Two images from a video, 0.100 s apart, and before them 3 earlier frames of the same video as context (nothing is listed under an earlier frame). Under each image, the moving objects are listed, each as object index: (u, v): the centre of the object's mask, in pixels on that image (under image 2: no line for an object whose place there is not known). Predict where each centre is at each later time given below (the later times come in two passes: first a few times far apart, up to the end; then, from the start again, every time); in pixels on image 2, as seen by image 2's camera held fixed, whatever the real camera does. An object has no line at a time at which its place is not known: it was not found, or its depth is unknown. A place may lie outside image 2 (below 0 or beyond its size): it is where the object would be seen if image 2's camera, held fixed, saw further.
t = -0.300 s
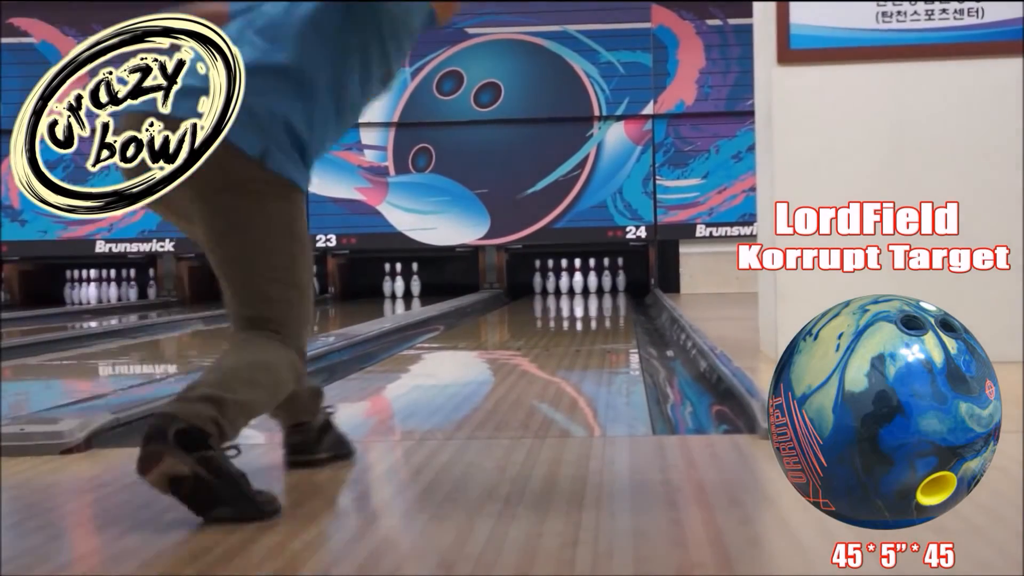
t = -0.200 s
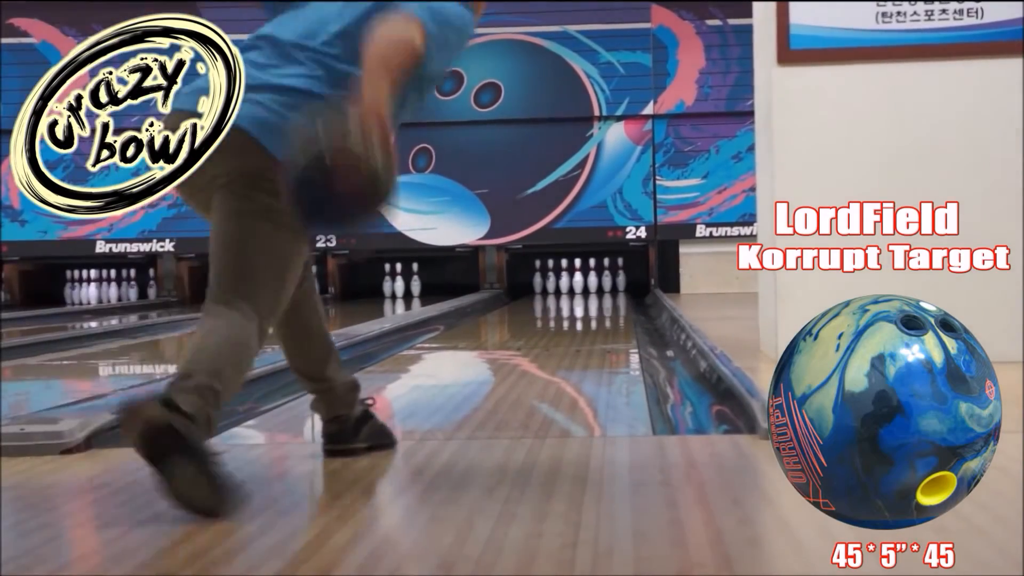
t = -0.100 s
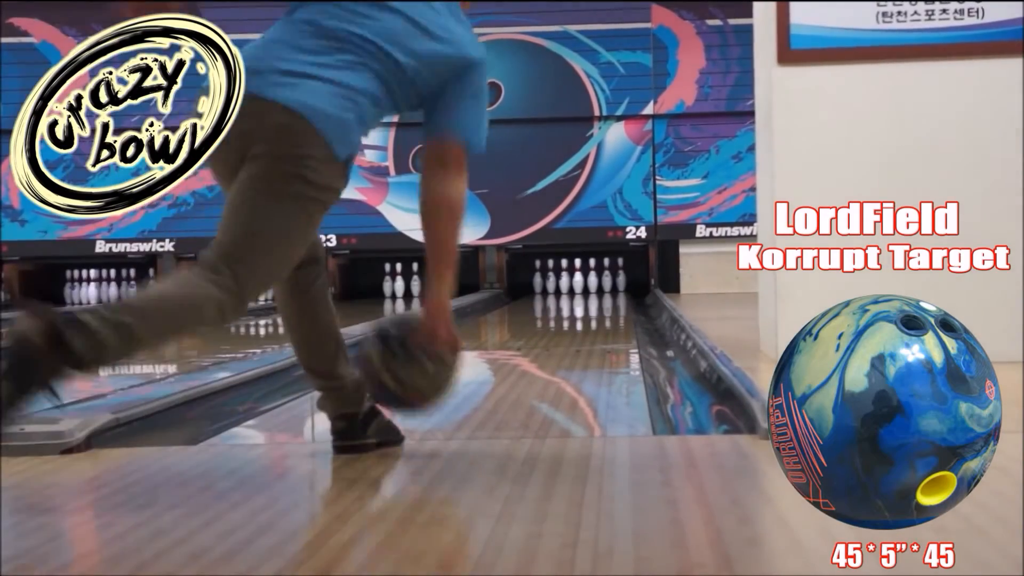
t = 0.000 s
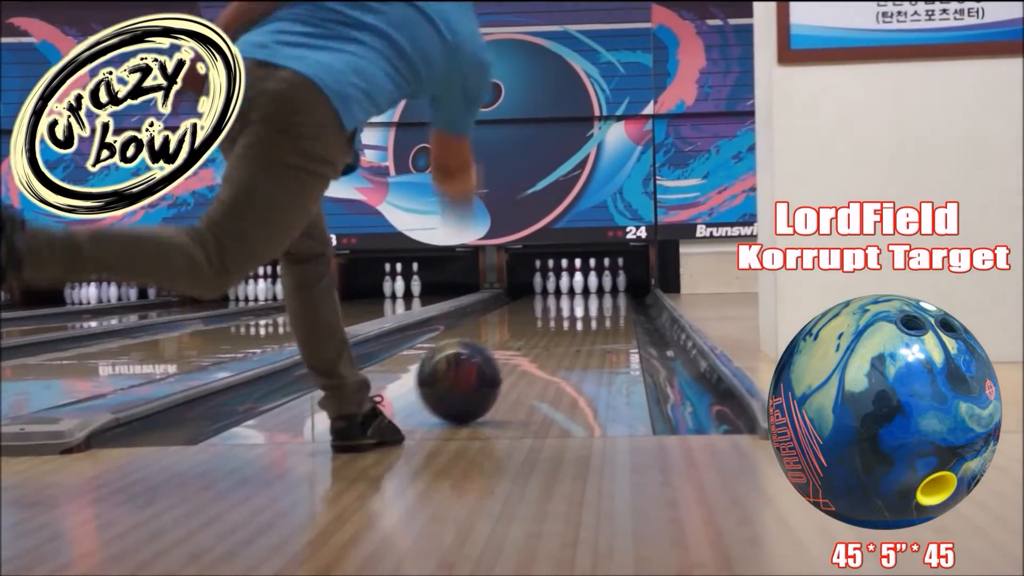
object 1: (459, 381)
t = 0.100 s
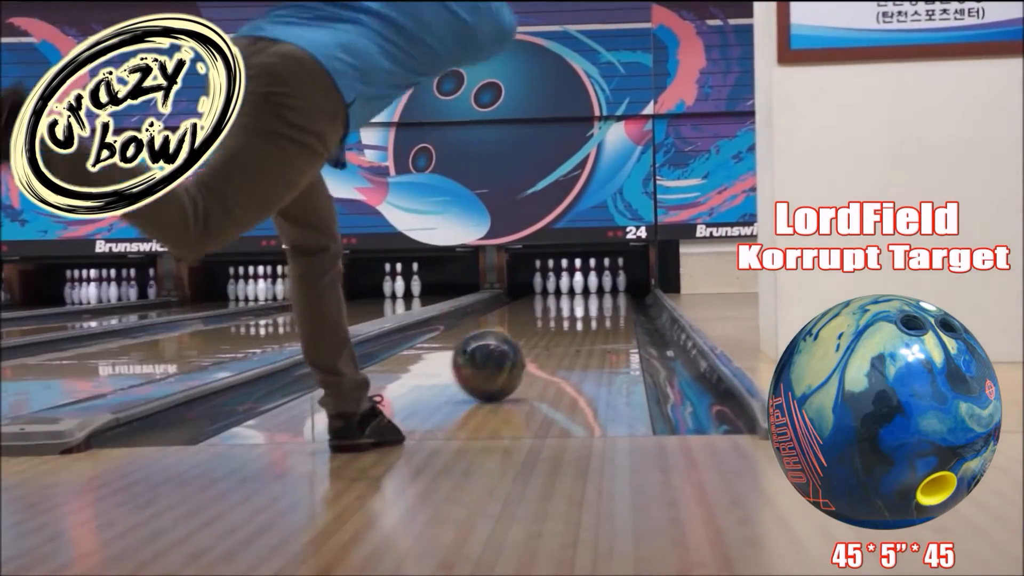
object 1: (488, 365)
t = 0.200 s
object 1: (512, 352)
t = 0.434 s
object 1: (548, 330)
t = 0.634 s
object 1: (568, 317)
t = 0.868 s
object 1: (583, 309)
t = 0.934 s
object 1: (587, 306)
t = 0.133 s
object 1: (497, 359)
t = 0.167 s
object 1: (505, 355)
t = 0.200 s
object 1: (512, 352)
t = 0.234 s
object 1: (519, 348)
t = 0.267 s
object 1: (523, 344)
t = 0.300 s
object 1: (530, 341)
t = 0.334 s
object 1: (536, 337)
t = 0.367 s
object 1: (540, 335)
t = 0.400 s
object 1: (545, 333)
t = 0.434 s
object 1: (548, 330)
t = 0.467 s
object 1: (553, 328)
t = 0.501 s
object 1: (557, 325)
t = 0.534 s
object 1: (559, 323)
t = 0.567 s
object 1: (563, 321)
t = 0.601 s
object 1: (566, 319)
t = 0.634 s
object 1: (568, 317)
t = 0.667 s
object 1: (571, 316)
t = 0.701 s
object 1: (573, 315)
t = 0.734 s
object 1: (575, 314)
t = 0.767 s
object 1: (578, 312)
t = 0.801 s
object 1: (580, 311)
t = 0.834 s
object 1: (581, 310)
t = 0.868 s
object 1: (583, 309)
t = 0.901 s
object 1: (585, 307)
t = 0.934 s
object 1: (587, 306)
